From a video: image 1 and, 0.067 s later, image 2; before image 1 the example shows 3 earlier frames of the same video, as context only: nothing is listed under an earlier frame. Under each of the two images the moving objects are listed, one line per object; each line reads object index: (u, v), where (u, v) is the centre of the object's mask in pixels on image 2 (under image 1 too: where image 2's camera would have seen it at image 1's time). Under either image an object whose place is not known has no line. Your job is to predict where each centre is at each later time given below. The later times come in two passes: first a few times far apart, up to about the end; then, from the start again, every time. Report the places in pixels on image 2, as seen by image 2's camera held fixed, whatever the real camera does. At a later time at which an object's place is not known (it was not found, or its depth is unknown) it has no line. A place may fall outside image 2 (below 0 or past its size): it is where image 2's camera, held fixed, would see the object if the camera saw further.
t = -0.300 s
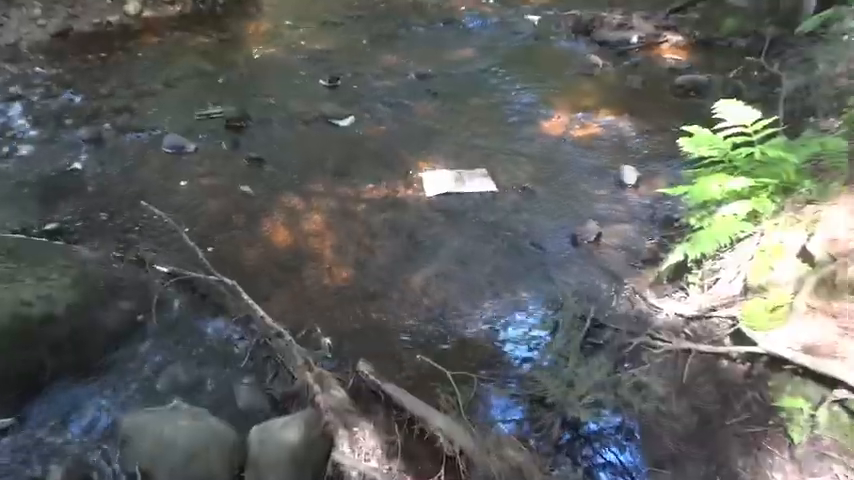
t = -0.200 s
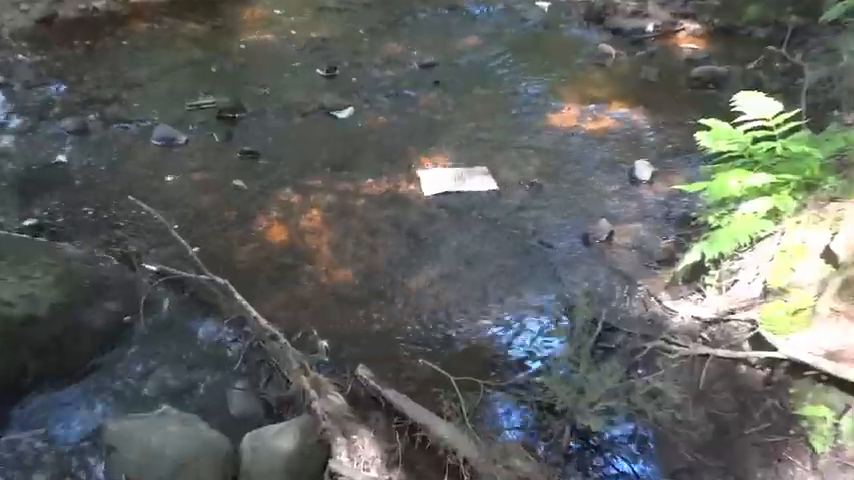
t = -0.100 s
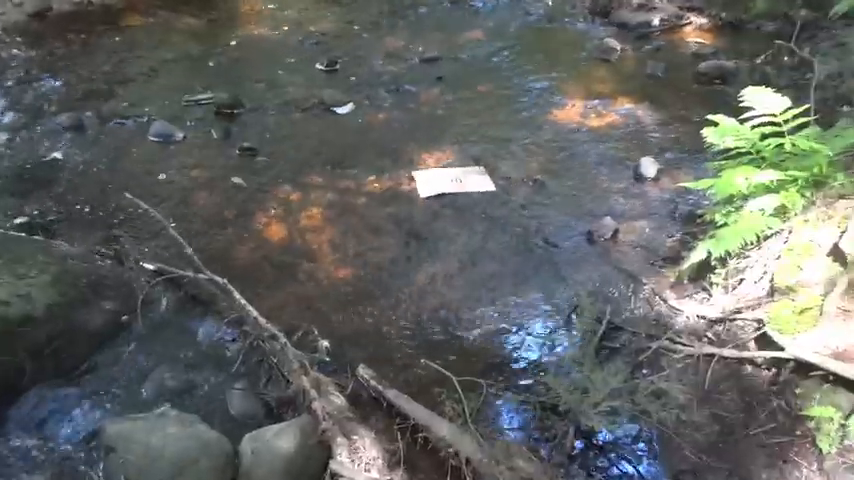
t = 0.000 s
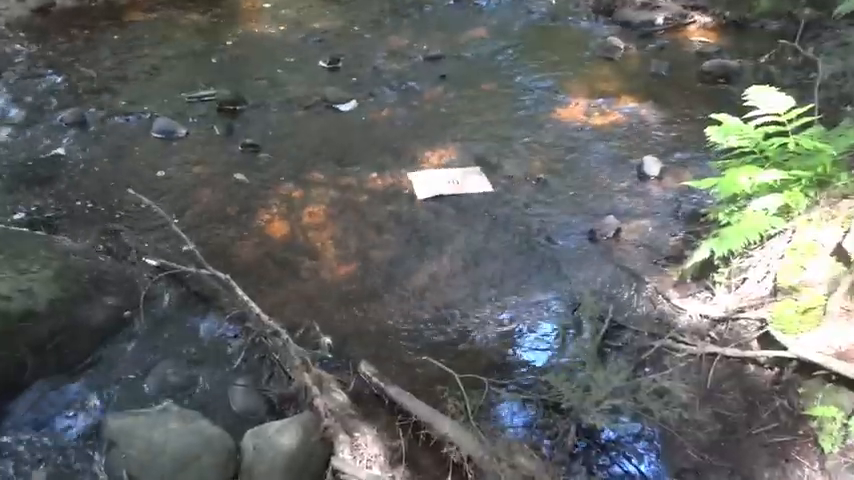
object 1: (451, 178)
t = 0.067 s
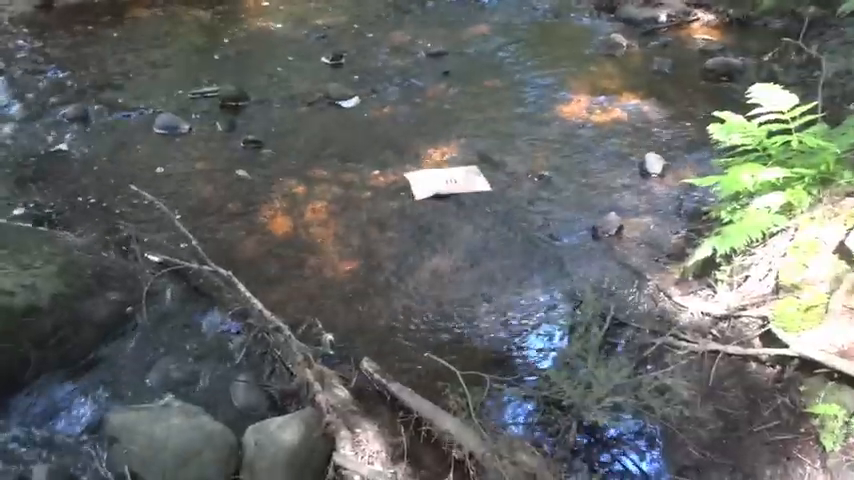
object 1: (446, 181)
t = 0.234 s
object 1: (435, 187)
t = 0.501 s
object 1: (416, 199)
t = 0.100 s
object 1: (444, 182)
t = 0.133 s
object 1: (442, 183)
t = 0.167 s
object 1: (440, 184)
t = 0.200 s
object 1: (437, 186)
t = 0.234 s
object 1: (435, 187)
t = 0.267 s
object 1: (433, 188)
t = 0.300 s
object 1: (430, 190)
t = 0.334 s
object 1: (428, 191)
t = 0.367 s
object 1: (426, 193)
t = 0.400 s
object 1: (424, 194)
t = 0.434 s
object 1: (421, 196)
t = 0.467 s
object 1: (419, 197)
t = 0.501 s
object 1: (416, 199)
